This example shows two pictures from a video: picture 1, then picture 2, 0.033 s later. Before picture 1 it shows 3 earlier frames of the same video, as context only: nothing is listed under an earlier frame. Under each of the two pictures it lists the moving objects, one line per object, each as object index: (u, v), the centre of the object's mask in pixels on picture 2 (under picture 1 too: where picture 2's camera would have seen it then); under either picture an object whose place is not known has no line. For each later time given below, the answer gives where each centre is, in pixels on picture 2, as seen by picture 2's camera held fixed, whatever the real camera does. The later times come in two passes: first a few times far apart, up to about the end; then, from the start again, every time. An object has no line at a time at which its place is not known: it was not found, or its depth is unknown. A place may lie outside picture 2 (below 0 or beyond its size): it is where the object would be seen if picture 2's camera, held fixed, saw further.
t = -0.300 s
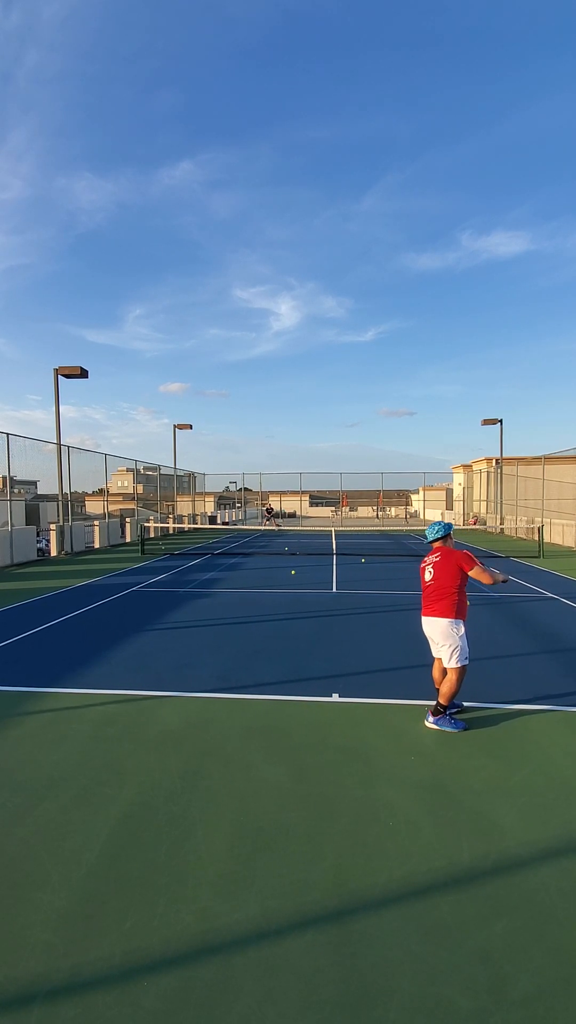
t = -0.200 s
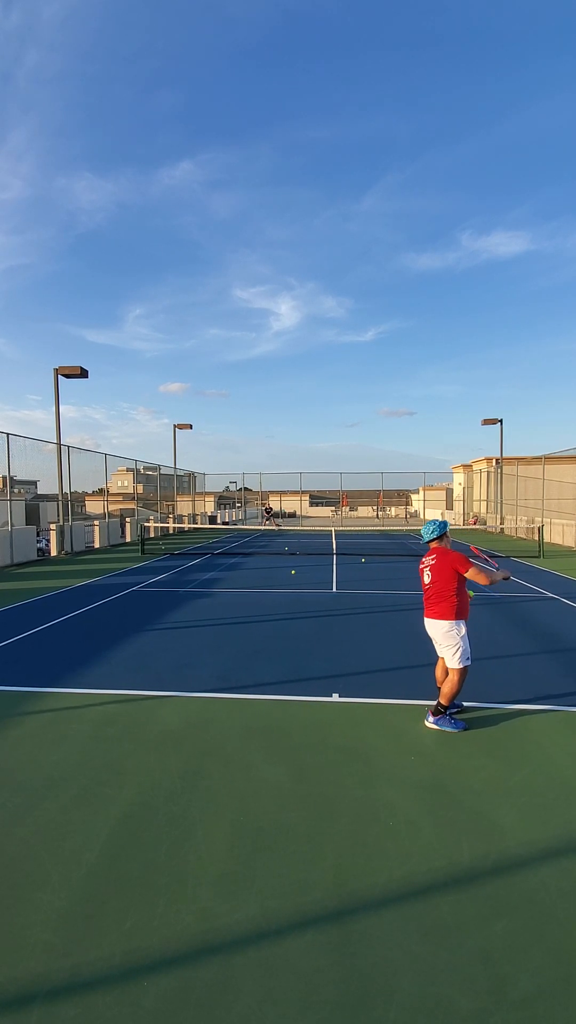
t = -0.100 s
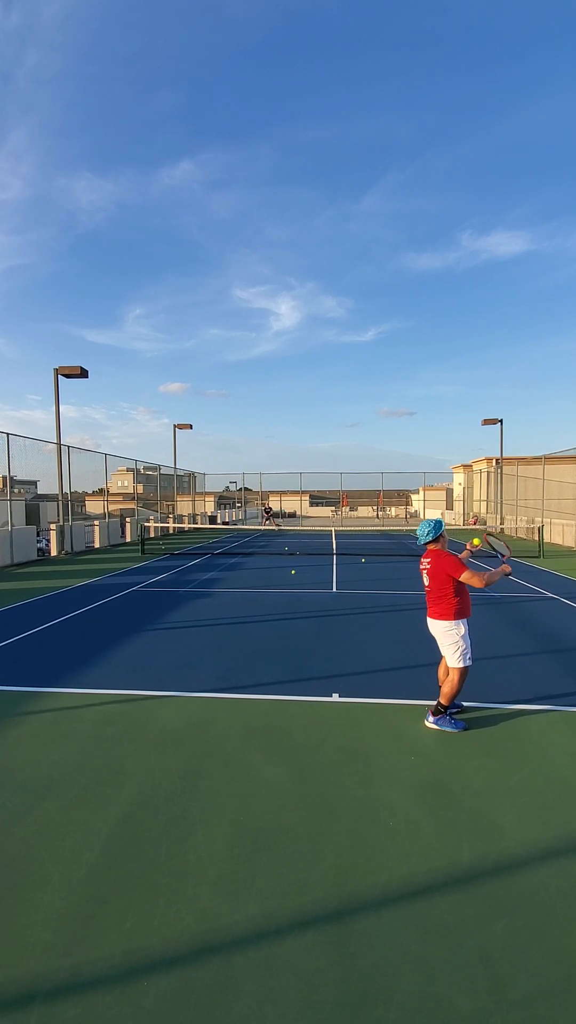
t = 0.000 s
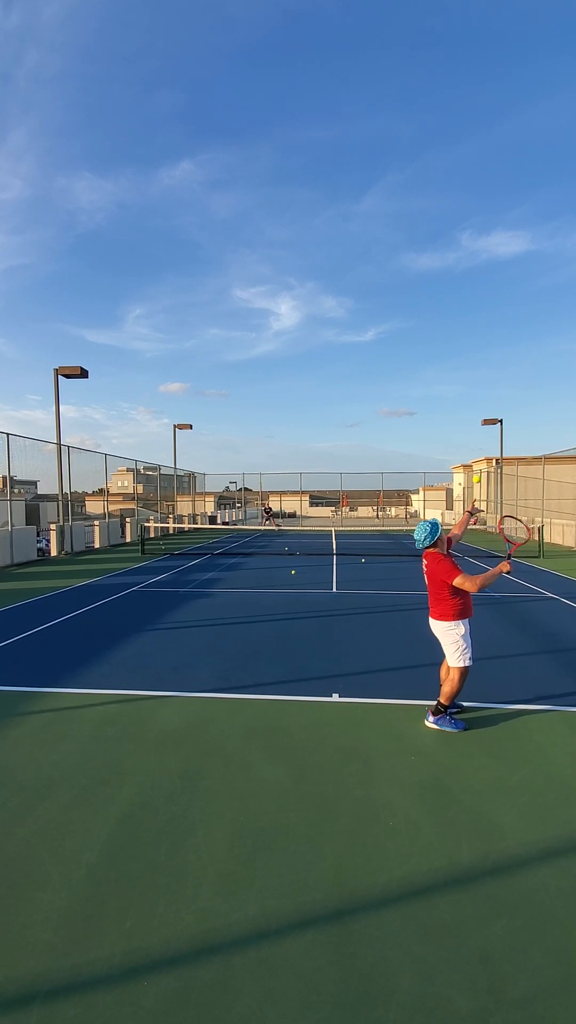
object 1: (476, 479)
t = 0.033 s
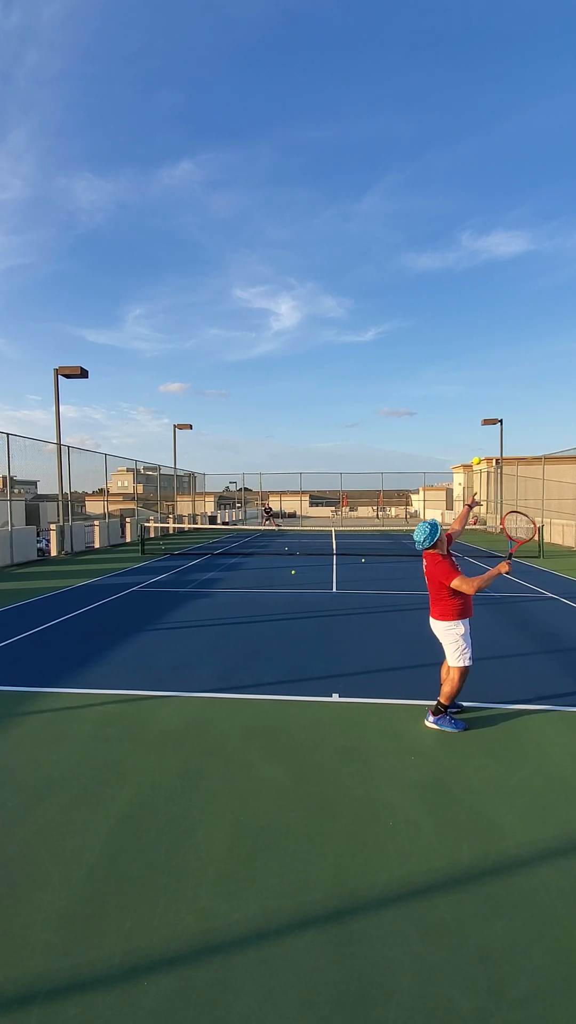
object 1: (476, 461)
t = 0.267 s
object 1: (475, 366)
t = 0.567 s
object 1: (472, 339)
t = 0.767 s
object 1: (469, 379)
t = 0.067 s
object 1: (476, 443)
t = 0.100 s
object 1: (476, 427)
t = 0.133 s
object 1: (476, 412)
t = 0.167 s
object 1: (476, 399)
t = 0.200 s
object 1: (476, 387)
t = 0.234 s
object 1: (475, 376)
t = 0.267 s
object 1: (475, 366)
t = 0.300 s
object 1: (475, 358)
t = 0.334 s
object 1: (475, 351)
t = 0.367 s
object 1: (474, 346)
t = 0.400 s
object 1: (474, 341)
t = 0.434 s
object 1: (474, 338)
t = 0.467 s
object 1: (474, 337)
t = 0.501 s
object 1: (473, 336)
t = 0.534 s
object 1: (473, 337)
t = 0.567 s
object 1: (472, 339)
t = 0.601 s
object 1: (472, 343)
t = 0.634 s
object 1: (471, 348)
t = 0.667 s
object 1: (471, 354)
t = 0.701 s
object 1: (470, 361)
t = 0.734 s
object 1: (470, 370)
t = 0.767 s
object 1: (469, 379)
